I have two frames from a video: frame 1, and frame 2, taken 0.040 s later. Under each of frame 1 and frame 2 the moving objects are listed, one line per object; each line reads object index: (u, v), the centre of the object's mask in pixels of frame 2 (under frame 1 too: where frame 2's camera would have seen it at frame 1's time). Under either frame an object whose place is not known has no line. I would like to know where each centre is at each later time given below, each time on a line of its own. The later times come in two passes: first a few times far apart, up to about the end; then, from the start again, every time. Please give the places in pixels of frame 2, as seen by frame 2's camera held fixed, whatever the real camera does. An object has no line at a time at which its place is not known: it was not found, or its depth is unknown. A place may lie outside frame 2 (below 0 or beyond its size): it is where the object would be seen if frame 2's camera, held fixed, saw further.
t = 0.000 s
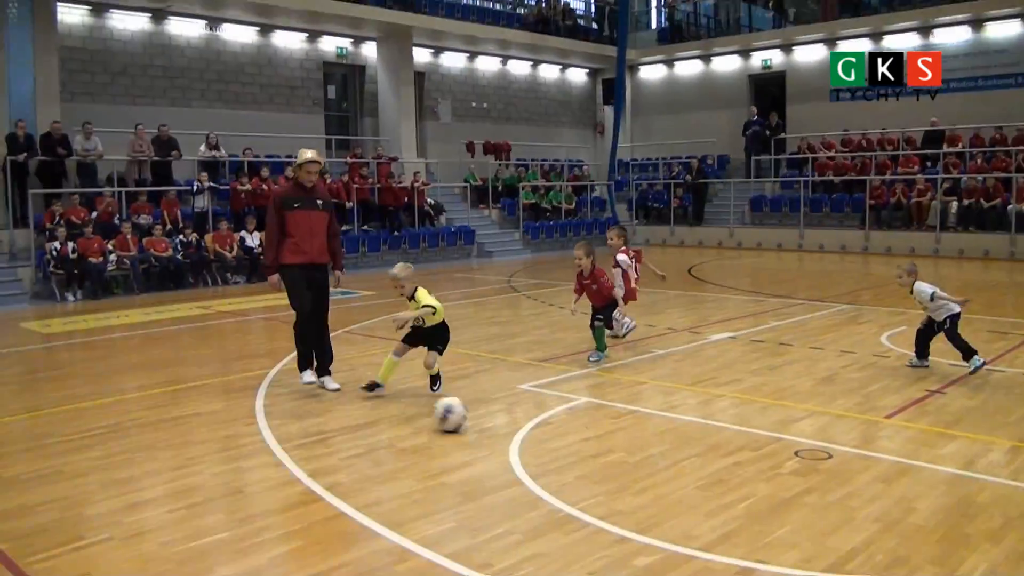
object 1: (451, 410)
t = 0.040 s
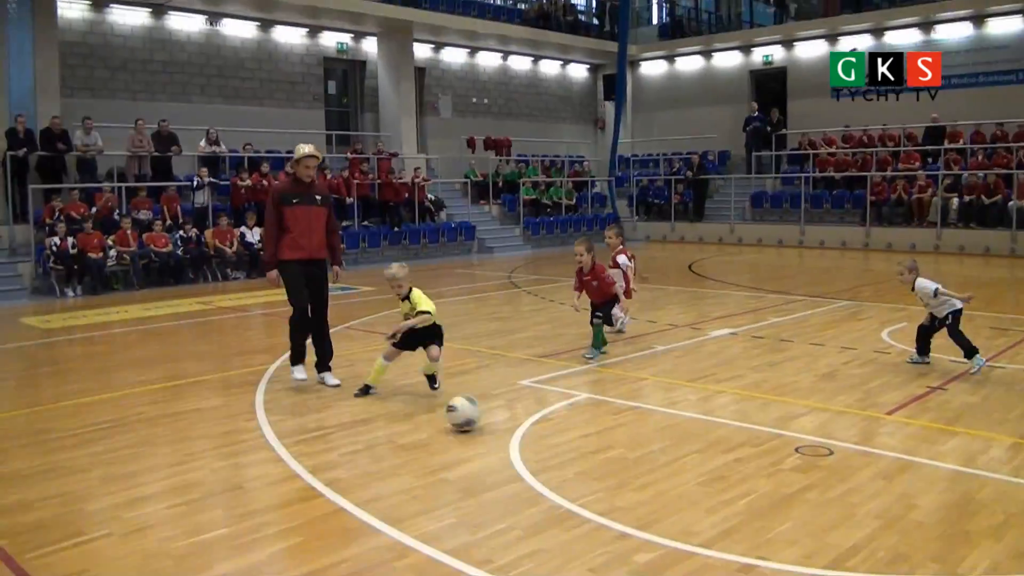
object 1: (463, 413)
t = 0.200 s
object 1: (516, 430)
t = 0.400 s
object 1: (592, 449)
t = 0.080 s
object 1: (476, 418)
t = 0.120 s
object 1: (488, 421)
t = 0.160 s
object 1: (502, 425)
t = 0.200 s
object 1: (516, 430)
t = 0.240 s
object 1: (530, 433)
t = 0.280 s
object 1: (545, 437)
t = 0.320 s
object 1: (561, 441)
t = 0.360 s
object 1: (576, 446)
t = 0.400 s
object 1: (592, 449)
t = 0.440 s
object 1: (609, 455)
